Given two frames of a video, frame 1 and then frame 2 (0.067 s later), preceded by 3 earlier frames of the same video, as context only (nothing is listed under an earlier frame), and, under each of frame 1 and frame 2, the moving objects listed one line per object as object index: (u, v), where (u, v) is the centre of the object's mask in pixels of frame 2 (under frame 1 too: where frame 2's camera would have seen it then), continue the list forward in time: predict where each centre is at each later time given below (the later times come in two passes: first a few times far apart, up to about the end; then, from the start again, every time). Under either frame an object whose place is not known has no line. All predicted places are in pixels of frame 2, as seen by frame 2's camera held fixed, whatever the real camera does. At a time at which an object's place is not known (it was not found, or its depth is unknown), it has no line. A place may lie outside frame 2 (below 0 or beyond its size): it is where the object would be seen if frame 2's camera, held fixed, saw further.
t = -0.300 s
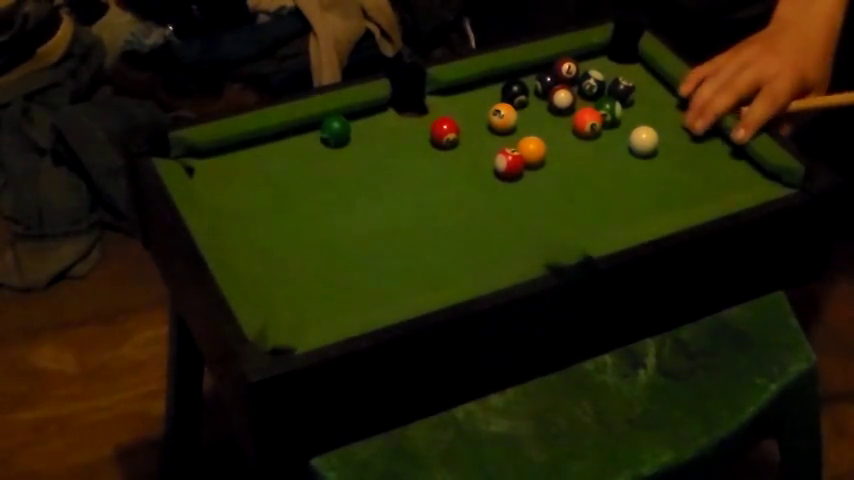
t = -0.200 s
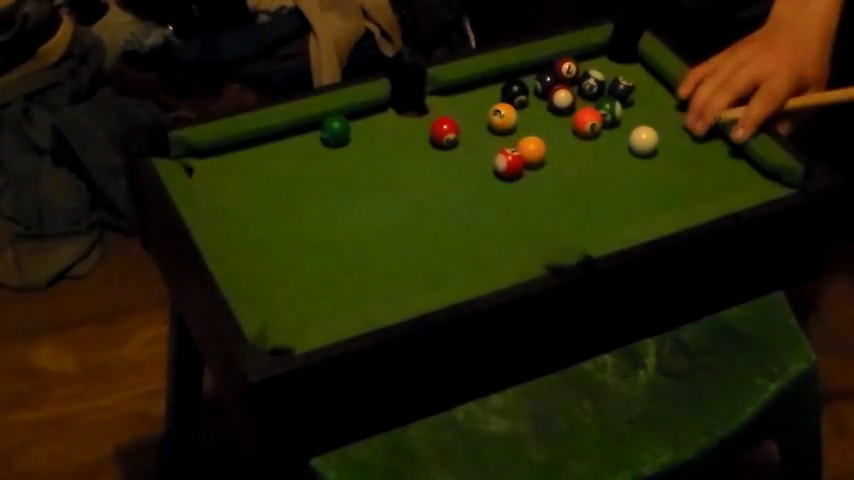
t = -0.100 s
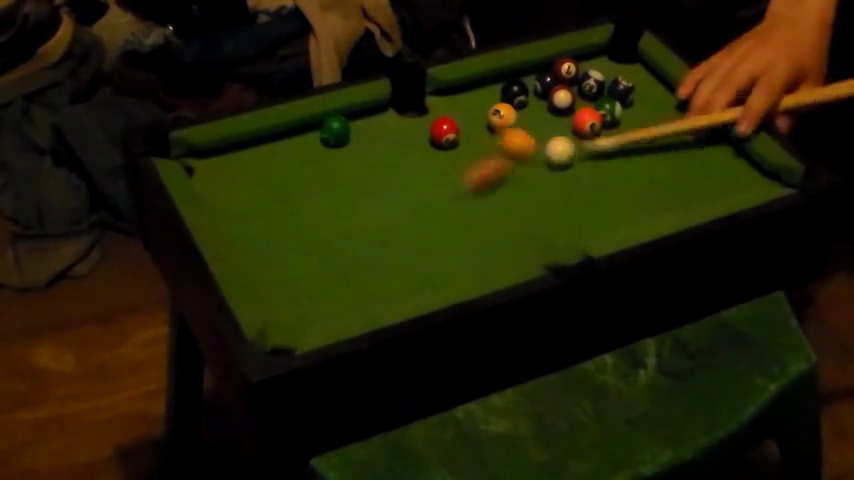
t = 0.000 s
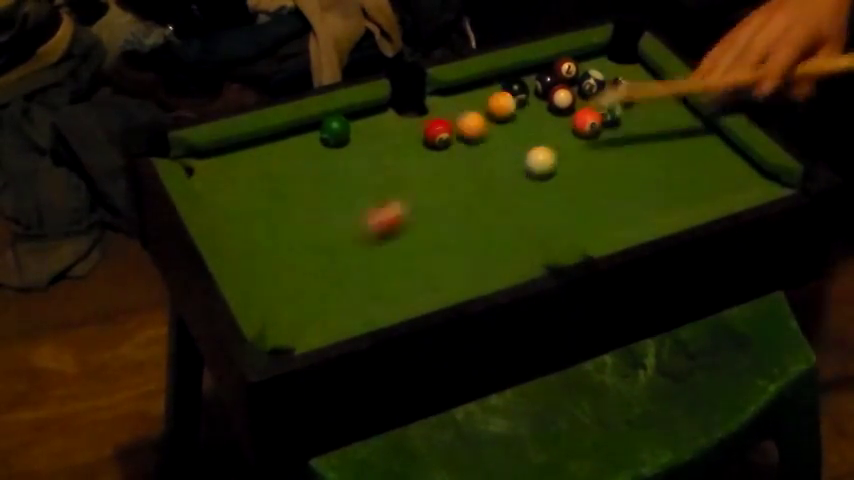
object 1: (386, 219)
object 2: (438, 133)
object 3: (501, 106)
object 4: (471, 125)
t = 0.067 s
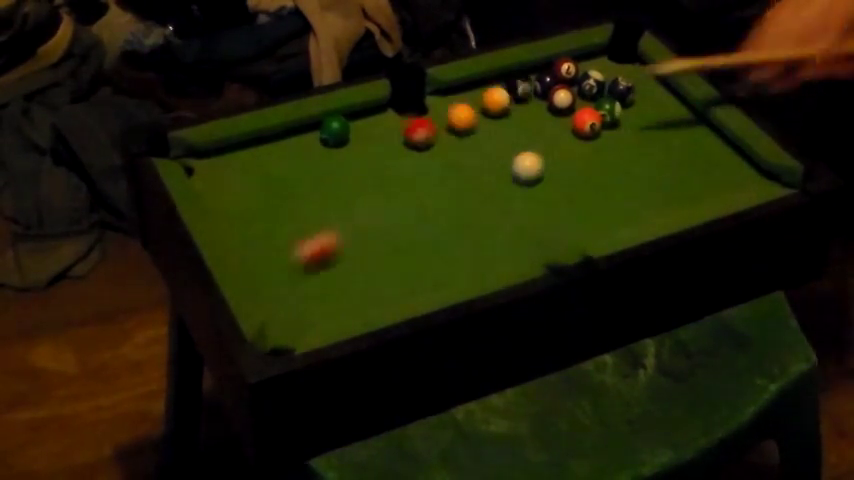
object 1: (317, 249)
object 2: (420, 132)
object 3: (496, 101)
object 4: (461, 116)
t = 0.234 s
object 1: (315, 269)
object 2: (382, 134)
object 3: (485, 93)
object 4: (443, 98)
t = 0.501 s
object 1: (434, 248)
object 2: (357, 136)
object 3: (481, 88)
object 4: (416, 102)
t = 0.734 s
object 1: (515, 234)
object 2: (356, 135)
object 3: (481, 88)
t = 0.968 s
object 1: (576, 217)
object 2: (356, 136)
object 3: (481, 88)
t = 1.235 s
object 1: (623, 201)
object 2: (356, 136)
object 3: (481, 88)
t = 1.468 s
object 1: (650, 189)
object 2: (356, 136)
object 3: (481, 88)
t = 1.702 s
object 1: (665, 181)
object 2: (356, 136)
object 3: (481, 88)
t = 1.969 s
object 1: (670, 175)
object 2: (356, 135)
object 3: (481, 88)
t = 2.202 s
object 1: (670, 176)
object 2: (356, 135)
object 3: (481, 88)
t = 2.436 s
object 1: (670, 176)
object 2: (356, 136)
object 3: (481, 88)
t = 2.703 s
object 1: (670, 176)
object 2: (356, 136)
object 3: (480, 88)
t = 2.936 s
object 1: (670, 176)
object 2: (356, 136)
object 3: (480, 88)
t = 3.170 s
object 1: (670, 176)
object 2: (356, 136)
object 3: (480, 88)
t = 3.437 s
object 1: (670, 176)
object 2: (356, 136)
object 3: (480, 88)
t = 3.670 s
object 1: (670, 176)
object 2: (356, 136)
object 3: (480, 88)
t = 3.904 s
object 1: (670, 176)
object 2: (356, 136)
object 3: (481, 88)
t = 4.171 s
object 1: (670, 176)
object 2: (356, 136)
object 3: (480, 88)
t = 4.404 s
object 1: (670, 176)
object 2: (356, 136)
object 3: (480, 88)
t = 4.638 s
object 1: (670, 176)
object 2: (356, 136)
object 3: (480, 88)
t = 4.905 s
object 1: (670, 176)
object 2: (356, 136)
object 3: (480, 88)
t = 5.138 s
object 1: (670, 176)
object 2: (356, 136)
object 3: (480, 88)
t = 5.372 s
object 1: (670, 176)
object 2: (356, 136)
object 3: (480, 88)
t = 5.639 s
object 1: (670, 176)
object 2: (356, 136)
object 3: (480, 88)
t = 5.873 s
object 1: (670, 176)
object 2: (356, 136)
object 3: (480, 88)
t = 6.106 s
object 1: (670, 176)
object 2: (356, 136)
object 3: (480, 88)
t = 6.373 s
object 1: (670, 176)
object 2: (356, 136)
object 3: (480, 88)
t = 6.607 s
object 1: (670, 176)
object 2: (356, 136)
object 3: (480, 88)
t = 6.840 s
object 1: (670, 176)
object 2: (356, 136)
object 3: (480, 88)
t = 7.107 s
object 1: (670, 176)
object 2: (356, 135)
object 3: (480, 88)
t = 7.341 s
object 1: (670, 176)
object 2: (356, 135)
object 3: (480, 88)
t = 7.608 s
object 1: (670, 176)
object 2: (356, 135)
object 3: (480, 88)
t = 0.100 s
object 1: (283, 264)
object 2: (413, 132)
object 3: (493, 99)
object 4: (457, 112)
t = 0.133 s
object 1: (264, 273)
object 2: (404, 133)
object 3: (491, 97)
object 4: (453, 110)
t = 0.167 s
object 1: (280, 272)
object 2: (396, 133)
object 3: (489, 96)
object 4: (449, 105)
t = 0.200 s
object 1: (299, 270)
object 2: (389, 134)
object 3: (487, 94)
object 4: (446, 101)
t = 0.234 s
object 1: (315, 269)
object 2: (382, 134)
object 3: (485, 93)
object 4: (443, 98)
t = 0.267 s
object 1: (332, 265)
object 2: (376, 134)
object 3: (483, 91)
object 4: (440, 95)
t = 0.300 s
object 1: (349, 262)
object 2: (369, 135)
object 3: (482, 90)
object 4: (438, 94)
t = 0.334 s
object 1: (364, 261)
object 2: (364, 135)
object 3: (482, 89)
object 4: (435, 96)
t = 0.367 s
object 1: (379, 259)
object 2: (362, 135)
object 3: (481, 88)
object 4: (433, 97)
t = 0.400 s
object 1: (395, 256)
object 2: (360, 135)
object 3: (481, 88)
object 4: (430, 98)
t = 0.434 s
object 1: (409, 254)
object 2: (359, 136)
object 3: (481, 88)
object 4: (427, 98)
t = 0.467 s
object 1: (422, 252)
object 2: (358, 136)
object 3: (481, 88)
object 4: (423, 99)
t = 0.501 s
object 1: (434, 248)
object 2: (357, 136)
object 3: (481, 88)
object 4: (416, 102)
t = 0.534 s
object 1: (449, 246)
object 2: (357, 136)
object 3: (481, 88)
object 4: (411, 108)
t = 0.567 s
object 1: (461, 245)
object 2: (357, 136)
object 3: (481, 88)
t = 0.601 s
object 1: (472, 243)
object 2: (356, 136)
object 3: (481, 88)
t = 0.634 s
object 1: (484, 240)
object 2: (357, 136)
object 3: (481, 88)
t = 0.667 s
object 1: (496, 238)
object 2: (356, 136)
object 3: (481, 88)
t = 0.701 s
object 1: (506, 236)
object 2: (357, 135)
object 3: (481, 88)
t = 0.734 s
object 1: (515, 234)
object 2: (356, 135)
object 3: (481, 88)
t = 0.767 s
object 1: (526, 232)
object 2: (357, 135)
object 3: (481, 88)
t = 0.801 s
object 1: (536, 229)
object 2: (356, 135)
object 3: (481, 88)
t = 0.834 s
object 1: (545, 227)
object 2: (356, 135)
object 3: (481, 88)
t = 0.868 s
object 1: (553, 225)
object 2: (356, 135)
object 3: (481, 88)
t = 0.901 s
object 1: (559, 222)
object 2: (356, 135)
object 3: (481, 88)
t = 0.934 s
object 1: (568, 220)
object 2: (356, 135)
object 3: (481, 88)
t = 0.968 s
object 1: (576, 217)
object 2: (356, 136)
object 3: (481, 88)
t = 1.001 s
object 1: (583, 215)
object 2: (356, 136)
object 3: (481, 88)
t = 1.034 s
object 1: (589, 213)
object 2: (356, 136)
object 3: (481, 88)
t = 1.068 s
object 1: (594, 211)
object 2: (356, 135)
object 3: (481, 88)
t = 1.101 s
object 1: (600, 209)
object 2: (356, 136)
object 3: (481, 88)
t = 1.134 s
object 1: (607, 207)
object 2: (356, 136)
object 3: (481, 88)
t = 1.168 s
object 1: (612, 204)
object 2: (356, 136)
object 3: (481, 88)
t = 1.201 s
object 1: (619, 202)
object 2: (356, 136)
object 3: (481, 88)
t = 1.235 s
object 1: (623, 201)
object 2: (356, 136)
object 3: (481, 88)
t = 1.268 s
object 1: (627, 199)
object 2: (356, 136)
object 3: (481, 88)
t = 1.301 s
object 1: (631, 198)
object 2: (356, 135)
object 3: (481, 88)
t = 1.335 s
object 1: (636, 196)
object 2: (356, 135)
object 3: (481, 88)
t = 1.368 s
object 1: (639, 194)
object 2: (356, 136)
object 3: (481, 88)
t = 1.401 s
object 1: (643, 192)
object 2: (356, 136)
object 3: (481, 88)
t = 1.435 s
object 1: (647, 190)
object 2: (356, 136)
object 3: (481, 88)
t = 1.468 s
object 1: (650, 189)
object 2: (356, 136)
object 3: (481, 88)
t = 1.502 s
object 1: (653, 187)
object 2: (356, 136)
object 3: (481, 88)
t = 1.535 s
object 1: (656, 186)
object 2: (356, 136)
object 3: (481, 88)
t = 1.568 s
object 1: (658, 185)
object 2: (356, 136)
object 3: (481, 88)
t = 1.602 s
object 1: (661, 184)
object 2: (356, 136)
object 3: (481, 88)
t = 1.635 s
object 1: (662, 183)
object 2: (356, 136)
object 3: (481, 88)
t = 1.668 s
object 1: (663, 182)
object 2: (356, 136)
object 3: (481, 88)
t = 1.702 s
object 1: (665, 181)
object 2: (356, 136)
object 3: (481, 88)
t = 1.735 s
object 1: (666, 180)
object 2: (356, 136)
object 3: (481, 88)
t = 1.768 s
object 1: (667, 179)
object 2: (356, 136)
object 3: (481, 88)
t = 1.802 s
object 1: (667, 178)
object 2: (356, 135)
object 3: (481, 88)
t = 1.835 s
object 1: (668, 177)
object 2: (356, 136)
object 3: (481, 88)
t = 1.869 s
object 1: (669, 177)
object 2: (356, 135)
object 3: (481, 88)
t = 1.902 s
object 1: (669, 176)
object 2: (356, 136)
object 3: (481, 88)
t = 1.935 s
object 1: (670, 176)
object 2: (356, 136)
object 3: (481, 88)
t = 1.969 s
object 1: (670, 175)
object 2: (356, 135)
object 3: (481, 88)
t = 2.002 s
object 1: (670, 175)
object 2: (356, 136)
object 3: (481, 88)
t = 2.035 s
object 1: (670, 176)
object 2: (356, 136)
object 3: (481, 88)
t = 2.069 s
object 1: (670, 176)
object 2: (356, 136)
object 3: (481, 88)
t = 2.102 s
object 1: (670, 176)
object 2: (356, 136)
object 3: (481, 88)
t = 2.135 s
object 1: (670, 176)
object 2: (356, 136)
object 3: (481, 88)
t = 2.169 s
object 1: (670, 176)
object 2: (356, 136)
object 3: (481, 88)
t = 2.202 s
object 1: (670, 176)
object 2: (356, 135)
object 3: (481, 88)
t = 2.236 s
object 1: (670, 176)
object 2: (356, 135)
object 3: (481, 88)
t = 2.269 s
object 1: (670, 176)
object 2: (356, 136)
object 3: (481, 88)
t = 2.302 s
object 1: (670, 176)
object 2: (356, 136)
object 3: (481, 88)
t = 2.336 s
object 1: (670, 176)
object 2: (356, 136)
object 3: (481, 88)
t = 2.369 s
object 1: (670, 176)
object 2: (356, 136)
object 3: (481, 88)
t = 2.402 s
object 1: (670, 176)
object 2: (356, 136)
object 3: (481, 88)
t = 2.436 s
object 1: (670, 176)
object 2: (356, 136)
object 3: (481, 88)
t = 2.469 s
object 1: (670, 176)
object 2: (356, 136)
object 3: (481, 88)
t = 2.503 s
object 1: (670, 176)
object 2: (356, 136)
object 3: (480, 88)
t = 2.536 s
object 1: (670, 176)
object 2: (356, 136)
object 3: (480, 88)
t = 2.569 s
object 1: (670, 176)
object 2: (356, 136)
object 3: (480, 88)
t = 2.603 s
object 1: (670, 176)
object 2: (356, 136)
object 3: (480, 88)
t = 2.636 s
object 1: (670, 176)
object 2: (356, 136)
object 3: (480, 88)
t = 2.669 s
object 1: (670, 176)
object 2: (356, 136)
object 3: (480, 88)
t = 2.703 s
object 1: (670, 176)
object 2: (356, 136)
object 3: (480, 88)
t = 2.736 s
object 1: (670, 176)
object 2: (356, 136)
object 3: (480, 88)
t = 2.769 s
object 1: (670, 176)
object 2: (356, 136)
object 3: (480, 88)
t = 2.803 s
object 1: (670, 176)
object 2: (356, 136)
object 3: (480, 88)
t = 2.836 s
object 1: (670, 176)
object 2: (356, 136)
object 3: (480, 88)
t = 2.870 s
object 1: (670, 176)
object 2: (356, 136)
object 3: (480, 88)
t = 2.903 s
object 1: (670, 176)
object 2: (356, 136)
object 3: (480, 88)
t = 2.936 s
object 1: (670, 176)
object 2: (356, 136)
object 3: (480, 88)
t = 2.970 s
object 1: (670, 176)
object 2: (356, 136)
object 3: (480, 88)
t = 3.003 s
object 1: (670, 176)
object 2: (356, 136)
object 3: (480, 88)
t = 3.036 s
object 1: (670, 176)
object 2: (356, 136)
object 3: (480, 88)
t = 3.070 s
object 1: (670, 176)
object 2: (356, 136)
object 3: (480, 88)
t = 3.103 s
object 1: (670, 176)
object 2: (356, 136)
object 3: (480, 88)
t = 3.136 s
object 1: (670, 176)
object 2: (356, 136)
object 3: (480, 88)
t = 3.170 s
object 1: (670, 176)
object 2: (356, 136)
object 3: (480, 88)
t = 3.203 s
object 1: (670, 176)
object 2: (356, 136)
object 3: (480, 88)
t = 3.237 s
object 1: (670, 176)
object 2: (356, 136)
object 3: (480, 88)
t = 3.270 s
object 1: (670, 176)
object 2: (356, 136)
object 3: (480, 88)
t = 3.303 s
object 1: (670, 176)
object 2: (356, 136)
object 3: (480, 88)
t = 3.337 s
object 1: (670, 176)
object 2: (356, 136)
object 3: (480, 88)
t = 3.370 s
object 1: (670, 176)
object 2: (356, 136)
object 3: (480, 88)
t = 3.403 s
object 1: (670, 176)
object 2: (356, 136)
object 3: (480, 88)
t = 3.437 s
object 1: (670, 176)
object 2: (356, 136)
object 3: (480, 88)
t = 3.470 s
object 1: (670, 176)
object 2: (356, 136)
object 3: (480, 88)
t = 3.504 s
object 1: (670, 176)
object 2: (356, 136)
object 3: (480, 88)
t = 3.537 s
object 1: (670, 176)
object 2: (356, 136)
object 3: (480, 88)
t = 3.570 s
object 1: (670, 176)
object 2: (356, 136)
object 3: (480, 88)
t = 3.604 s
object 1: (670, 176)
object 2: (356, 136)
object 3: (480, 88)
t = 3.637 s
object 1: (670, 176)
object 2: (356, 136)
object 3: (480, 88)
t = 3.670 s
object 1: (670, 176)
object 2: (356, 136)
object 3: (480, 88)
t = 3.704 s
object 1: (670, 176)
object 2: (356, 136)
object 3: (480, 88)
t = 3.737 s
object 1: (670, 176)
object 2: (356, 136)
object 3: (480, 88)
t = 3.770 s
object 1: (670, 176)
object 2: (356, 136)
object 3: (480, 88)
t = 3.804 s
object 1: (670, 176)
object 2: (356, 136)
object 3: (480, 88)
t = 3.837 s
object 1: (670, 176)
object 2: (356, 136)
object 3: (481, 88)
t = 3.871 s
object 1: (670, 176)
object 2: (356, 136)
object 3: (481, 88)
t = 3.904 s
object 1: (670, 176)
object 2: (356, 136)
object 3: (481, 88)
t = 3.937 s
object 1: (670, 176)
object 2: (356, 136)
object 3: (480, 88)
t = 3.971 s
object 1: (670, 176)
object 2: (356, 136)
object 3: (480, 88)
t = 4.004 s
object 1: (670, 176)
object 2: (356, 136)
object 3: (480, 88)
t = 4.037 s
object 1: (670, 176)
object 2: (356, 136)
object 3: (480, 88)
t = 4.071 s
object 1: (670, 176)
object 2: (356, 136)
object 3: (480, 88)
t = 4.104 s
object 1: (670, 176)
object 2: (356, 136)
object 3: (480, 88)
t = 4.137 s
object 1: (670, 176)
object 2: (356, 136)
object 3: (480, 88)
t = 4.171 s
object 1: (670, 176)
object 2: (356, 136)
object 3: (480, 88)
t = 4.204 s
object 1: (670, 176)
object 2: (356, 136)
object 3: (480, 88)
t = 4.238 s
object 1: (670, 176)
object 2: (356, 136)
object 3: (480, 88)
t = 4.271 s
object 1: (670, 176)
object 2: (356, 136)
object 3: (480, 88)
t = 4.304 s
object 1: (670, 176)
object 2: (356, 136)
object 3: (480, 88)
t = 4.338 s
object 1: (670, 176)
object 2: (356, 136)
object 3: (480, 88)
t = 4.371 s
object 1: (670, 176)
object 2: (356, 136)
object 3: (480, 88)
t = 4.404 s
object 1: (670, 176)
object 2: (356, 136)
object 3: (480, 88)
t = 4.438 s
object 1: (670, 176)
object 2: (356, 136)
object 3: (480, 88)
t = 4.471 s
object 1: (670, 176)
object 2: (356, 136)
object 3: (480, 88)
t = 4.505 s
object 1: (670, 176)
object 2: (356, 136)
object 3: (480, 88)
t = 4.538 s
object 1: (670, 176)
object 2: (356, 136)
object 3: (480, 88)
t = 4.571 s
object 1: (670, 176)
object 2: (356, 136)
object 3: (480, 88)
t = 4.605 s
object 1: (670, 176)
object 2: (356, 136)
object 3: (480, 88)
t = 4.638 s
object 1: (670, 176)
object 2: (356, 136)
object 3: (480, 88)
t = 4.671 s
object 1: (670, 176)
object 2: (356, 136)
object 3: (480, 88)
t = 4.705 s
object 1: (670, 176)
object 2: (356, 136)
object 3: (480, 88)
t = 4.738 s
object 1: (670, 176)
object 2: (356, 136)
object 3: (480, 88)
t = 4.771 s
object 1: (670, 176)
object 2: (356, 136)
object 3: (480, 88)
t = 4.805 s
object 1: (670, 176)
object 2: (356, 136)
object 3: (480, 88)
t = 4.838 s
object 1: (670, 176)
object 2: (356, 136)
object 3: (480, 88)
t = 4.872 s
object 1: (670, 176)
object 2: (356, 136)
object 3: (480, 88)
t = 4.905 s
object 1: (670, 176)
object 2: (356, 136)
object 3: (480, 88)
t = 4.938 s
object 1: (670, 176)
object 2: (356, 136)
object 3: (480, 88)
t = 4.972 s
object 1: (670, 176)
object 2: (356, 136)
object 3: (480, 88)
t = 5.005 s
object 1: (670, 176)
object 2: (357, 136)
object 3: (480, 88)
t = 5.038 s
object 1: (670, 176)
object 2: (357, 136)
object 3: (480, 88)
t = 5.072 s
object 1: (670, 176)
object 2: (356, 136)
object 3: (480, 88)
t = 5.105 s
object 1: (670, 176)
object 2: (356, 136)
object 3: (480, 88)
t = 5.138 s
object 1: (670, 176)
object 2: (356, 136)
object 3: (480, 88)
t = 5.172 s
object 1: (670, 176)
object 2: (356, 136)
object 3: (480, 88)
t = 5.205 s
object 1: (670, 176)
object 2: (356, 136)
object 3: (480, 88)
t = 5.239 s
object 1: (670, 176)
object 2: (356, 136)
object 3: (480, 88)
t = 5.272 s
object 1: (670, 176)
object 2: (356, 136)
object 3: (480, 88)
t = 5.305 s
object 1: (670, 176)
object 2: (356, 135)
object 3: (480, 88)
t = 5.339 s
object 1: (670, 176)
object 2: (356, 136)
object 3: (480, 88)
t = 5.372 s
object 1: (670, 176)
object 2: (356, 136)
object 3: (480, 88)
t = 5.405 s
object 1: (670, 176)
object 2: (356, 136)
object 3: (480, 88)
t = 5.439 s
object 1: (670, 176)
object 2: (356, 136)
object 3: (480, 88)
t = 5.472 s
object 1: (670, 176)
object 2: (356, 136)
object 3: (480, 88)
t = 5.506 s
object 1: (670, 176)
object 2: (356, 136)
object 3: (480, 88)
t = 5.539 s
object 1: (670, 176)
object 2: (356, 136)
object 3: (480, 88)
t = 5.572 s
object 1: (670, 176)
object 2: (356, 136)
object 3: (480, 88)
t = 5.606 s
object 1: (670, 176)
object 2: (356, 136)
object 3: (480, 88)
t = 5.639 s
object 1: (670, 176)
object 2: (356, 136)
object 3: (480, 88)
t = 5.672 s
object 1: (670, 176)
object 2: (356, 136)
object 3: (480, 88)
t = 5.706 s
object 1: (670, 176)
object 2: (356, 136)
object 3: (480, 88)
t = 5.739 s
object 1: (670, 176)
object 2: (356, 136)
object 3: (480, 88)
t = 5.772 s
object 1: (670, 176)
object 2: (356, 135)
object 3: (480, 88)
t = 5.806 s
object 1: (670, 176)
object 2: (356, 136)
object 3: (480, 88)
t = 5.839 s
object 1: (670, 176)
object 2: (356, 136)
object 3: (480, 88)
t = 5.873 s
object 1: (670, 176)
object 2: (356, 136)
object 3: (480, 88)
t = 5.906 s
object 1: (670, 176)
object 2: (356, 136)
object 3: (480, 88)
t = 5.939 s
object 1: (670, 176)
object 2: (356, 136)
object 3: (480, 88)
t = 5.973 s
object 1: (670, 176)
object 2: (356, 136)
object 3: (480, 88)
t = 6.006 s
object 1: (670, 176)
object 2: (356, 136)
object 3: (480, 88)
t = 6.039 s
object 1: (670, 176)
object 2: (356, 136)
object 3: (480, 88)
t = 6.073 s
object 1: (670, 176)
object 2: (356, 136)
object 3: (480, 88)
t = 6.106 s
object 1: (670, 176)
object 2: (356, 136)
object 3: (480, 88)
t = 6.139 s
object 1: (670, 176)
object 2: (356, 136)
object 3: (480, 88)
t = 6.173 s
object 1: (670, 176)
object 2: (356, 136)
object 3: (480, 88)
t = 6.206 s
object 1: (670, 176)
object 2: (356, 136)
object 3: (480, 88)
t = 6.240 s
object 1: (670, 176)
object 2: (356, 136)
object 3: (480, 88)
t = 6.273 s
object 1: (670, 176)
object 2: (356, 136)
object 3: (480, 88)
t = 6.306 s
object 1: (670, 176)
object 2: (356, 136)
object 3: (480, 88)
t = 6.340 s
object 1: (670, 176)
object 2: (356, 136)
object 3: (480, 88)
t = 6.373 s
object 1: (670, 176)
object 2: (356, 136)
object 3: (480, 88)
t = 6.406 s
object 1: (670, 176)
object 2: (356, 136)
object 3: (480, 88)
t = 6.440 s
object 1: (670, 176)
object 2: (356, 136)
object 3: (480, 88)
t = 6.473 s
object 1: (670, 176)
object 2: (356, 136)
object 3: (480, 88)
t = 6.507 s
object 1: (670, 176)
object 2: (356, 136)
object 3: (480, 88)
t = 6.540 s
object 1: (670, 176)
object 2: (356, 136)
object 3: (480, 88)
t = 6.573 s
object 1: (670, 176)
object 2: (356, 136)
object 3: (480, 88)
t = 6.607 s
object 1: (670, 176)
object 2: (356, 136)
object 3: (480, 88)
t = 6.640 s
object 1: (670, 176)
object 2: (356, 136)
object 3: (480, 88)
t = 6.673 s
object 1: (670, 176)
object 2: (356, 136)
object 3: (480, 88)
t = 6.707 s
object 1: (670, 176)
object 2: (356, 136)
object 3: (480, 88)
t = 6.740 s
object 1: (670, 176)
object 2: (356, 136)
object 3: (480, 88)
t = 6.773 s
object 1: (670, 176)
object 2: (356, 136)
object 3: (480, 88)
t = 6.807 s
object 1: (670, 176)
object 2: (356, 136)
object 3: (480, 88)
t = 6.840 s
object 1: (670, 176)
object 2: (356, 136)
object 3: (480, 88)
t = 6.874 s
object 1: (670, 176)
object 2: (356, 135)
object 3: (480, 88)
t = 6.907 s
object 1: (670, 176)
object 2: (356, 135)
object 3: (480, 88)
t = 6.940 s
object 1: (670, 176)
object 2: (356, 135)
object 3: (480, 88)
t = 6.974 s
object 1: (670, 176)
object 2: (356, 135)
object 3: (480, 88)
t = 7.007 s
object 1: (670, 176)
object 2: (356, 135)
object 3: (480, 88)
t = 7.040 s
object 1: (670, 176)
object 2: (356, 135)
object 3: (480, 88)
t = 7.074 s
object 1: (670, 176)
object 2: (356, 135)
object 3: (480, 88)
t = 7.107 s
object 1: (670, 176)
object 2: (356, 135)
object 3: (480, 88)
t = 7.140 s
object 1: (670, 176)
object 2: (356, 135)
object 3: (480, 88)
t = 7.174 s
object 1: (670, 176)
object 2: (356, 135)
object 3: (480, 88)
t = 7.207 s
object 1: (670, 176)
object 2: (356, 135)
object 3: (480, 88)
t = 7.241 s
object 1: (670, 176)
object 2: (356, 136)
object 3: (480, 88)
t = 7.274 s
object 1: (670, 176)
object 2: (356, 136)
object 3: (480, 88)
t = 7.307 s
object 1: (670, 176)
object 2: (356, 135)
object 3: (480, 88)
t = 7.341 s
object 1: (670, 176)
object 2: (356, 135)
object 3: (480, 88)
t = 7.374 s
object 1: (670, 176)
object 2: (356, 135)
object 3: (480, 88)
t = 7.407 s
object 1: (670, 176)
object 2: (356, 135)
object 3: (480, 88)
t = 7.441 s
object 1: (670, 176)
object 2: (356, 135)
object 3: (480, 88)
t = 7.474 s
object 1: (670, 176)
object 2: (356, 135)
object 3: (480, 88)
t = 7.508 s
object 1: (670, 176)
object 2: (356, 135)
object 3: (480, 88)
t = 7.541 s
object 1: (670, 176)
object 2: (356, 135)
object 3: (480, 88)
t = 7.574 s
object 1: (670, 176)
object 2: (356, 135)
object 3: (480, 88)
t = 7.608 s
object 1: (670, 176)
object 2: (356, 135)
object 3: (480, 88)
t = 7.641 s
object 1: (670, 176)
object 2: (356, 135)
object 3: (480, 88)
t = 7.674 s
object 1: (670, 176)
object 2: (356, 135)
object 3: (480, 88)
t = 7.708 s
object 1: (670, 176)
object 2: (356, 135)
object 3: (480, 88)
